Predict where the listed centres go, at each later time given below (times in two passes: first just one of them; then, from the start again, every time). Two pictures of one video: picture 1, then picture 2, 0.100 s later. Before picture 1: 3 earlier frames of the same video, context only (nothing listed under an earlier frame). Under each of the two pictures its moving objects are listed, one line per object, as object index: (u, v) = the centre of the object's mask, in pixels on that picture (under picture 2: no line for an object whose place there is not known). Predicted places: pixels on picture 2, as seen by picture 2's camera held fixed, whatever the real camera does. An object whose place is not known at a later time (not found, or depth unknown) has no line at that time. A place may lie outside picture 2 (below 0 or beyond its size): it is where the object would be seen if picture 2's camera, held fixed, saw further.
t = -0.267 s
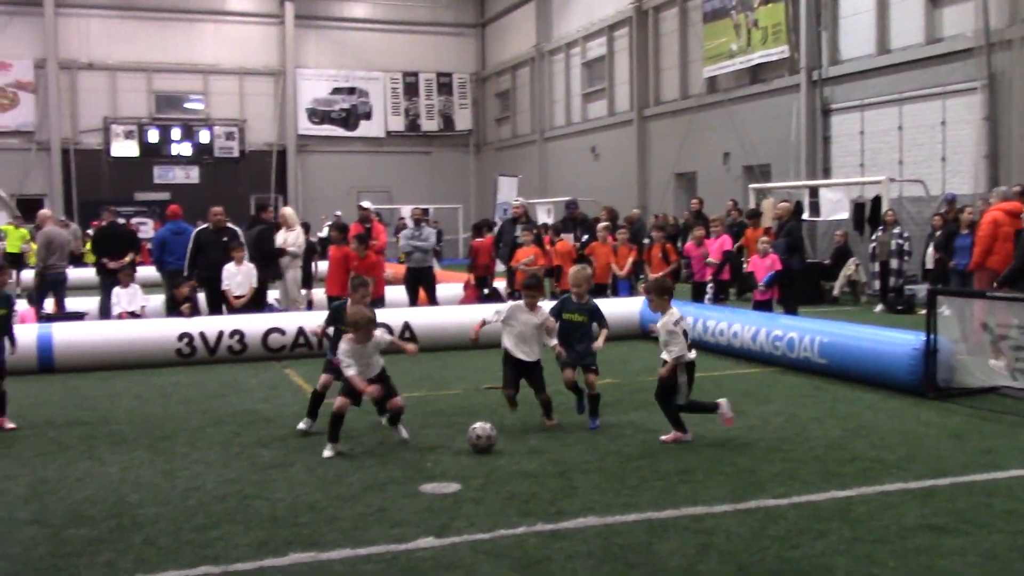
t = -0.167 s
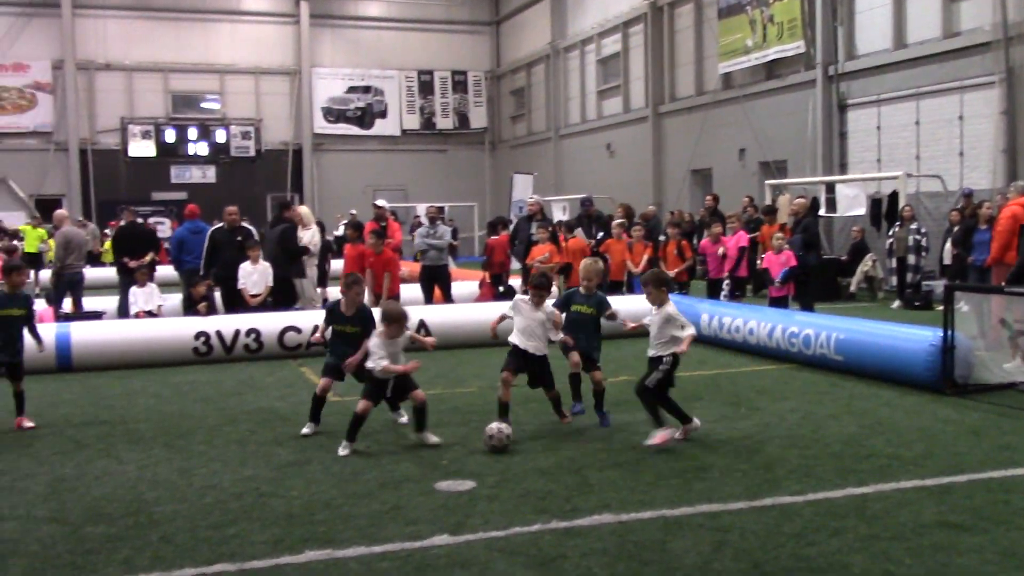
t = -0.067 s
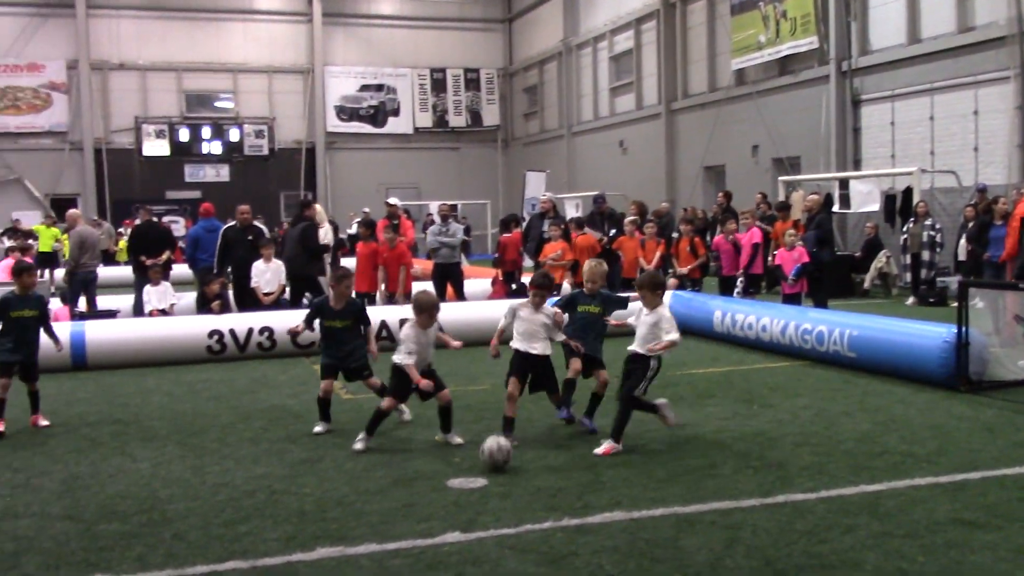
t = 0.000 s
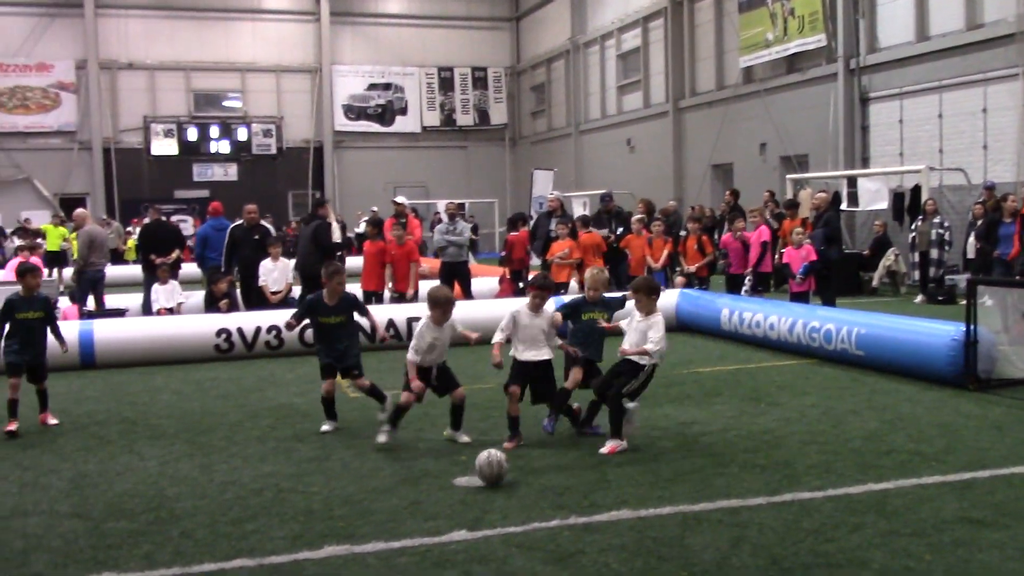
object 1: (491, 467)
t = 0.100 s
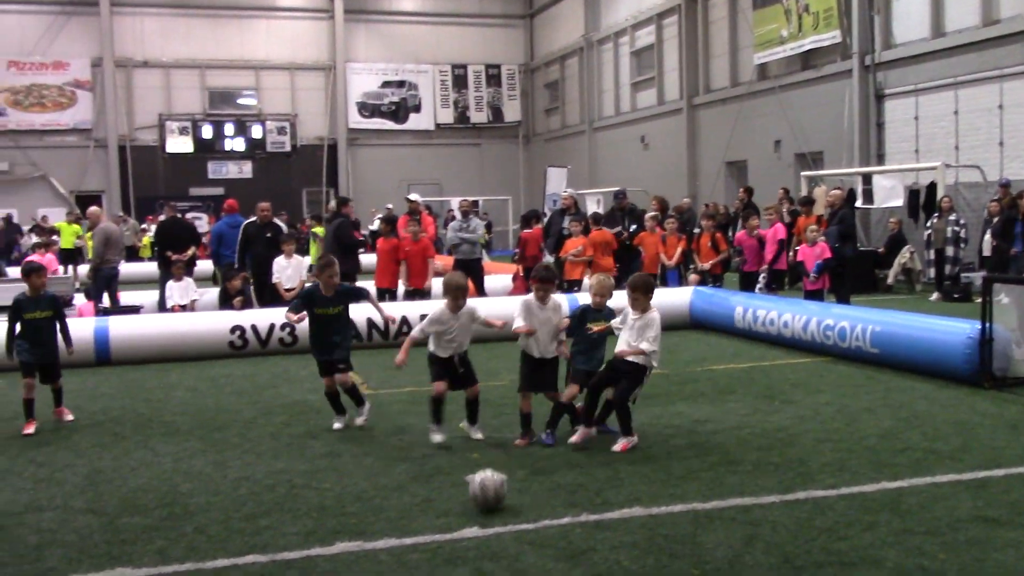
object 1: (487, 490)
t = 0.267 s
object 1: (458, 539)
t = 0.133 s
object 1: (482, 503)
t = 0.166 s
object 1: (477, 511)
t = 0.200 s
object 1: (470, 522)
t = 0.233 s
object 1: (465, 532)
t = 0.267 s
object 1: (458, 539)
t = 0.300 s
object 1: (450, 548)
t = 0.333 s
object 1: (443, 562)
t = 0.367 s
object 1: (436, 579)
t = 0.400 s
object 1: (427, 587)
